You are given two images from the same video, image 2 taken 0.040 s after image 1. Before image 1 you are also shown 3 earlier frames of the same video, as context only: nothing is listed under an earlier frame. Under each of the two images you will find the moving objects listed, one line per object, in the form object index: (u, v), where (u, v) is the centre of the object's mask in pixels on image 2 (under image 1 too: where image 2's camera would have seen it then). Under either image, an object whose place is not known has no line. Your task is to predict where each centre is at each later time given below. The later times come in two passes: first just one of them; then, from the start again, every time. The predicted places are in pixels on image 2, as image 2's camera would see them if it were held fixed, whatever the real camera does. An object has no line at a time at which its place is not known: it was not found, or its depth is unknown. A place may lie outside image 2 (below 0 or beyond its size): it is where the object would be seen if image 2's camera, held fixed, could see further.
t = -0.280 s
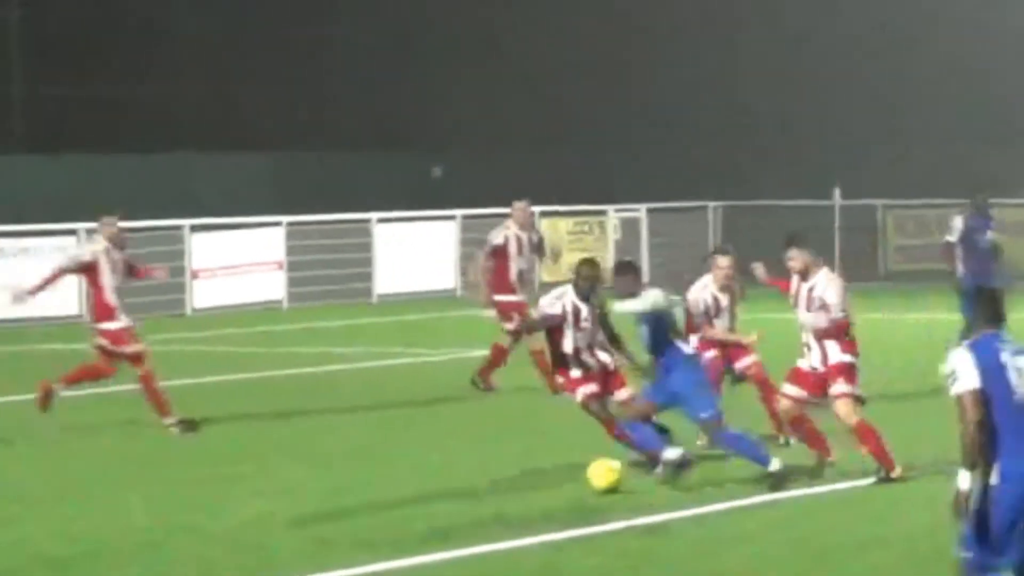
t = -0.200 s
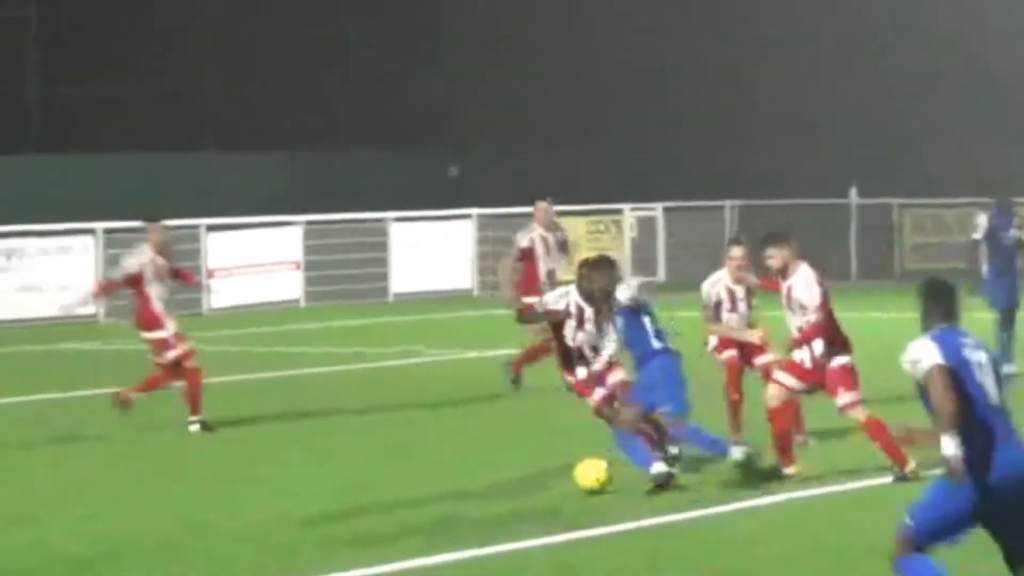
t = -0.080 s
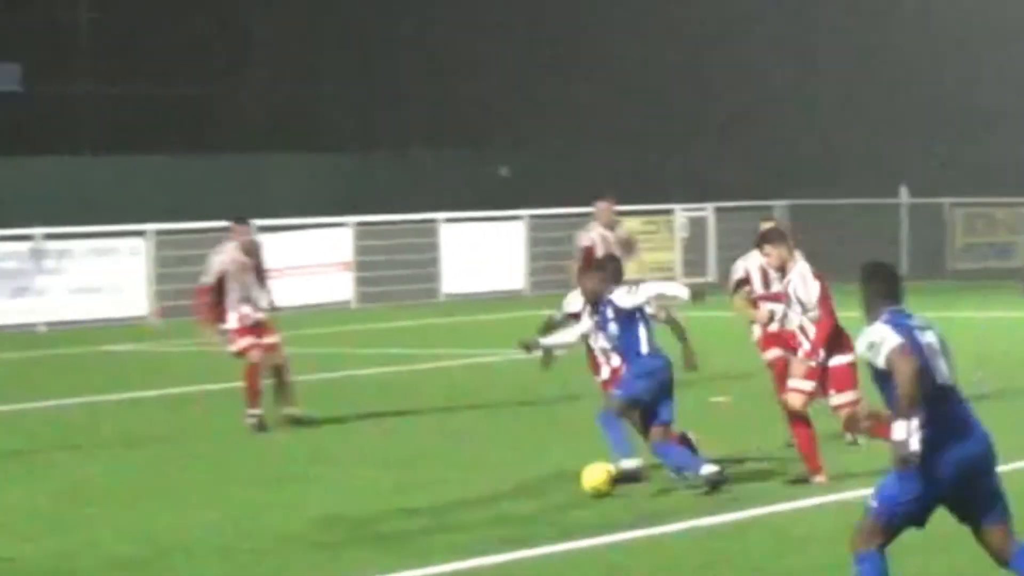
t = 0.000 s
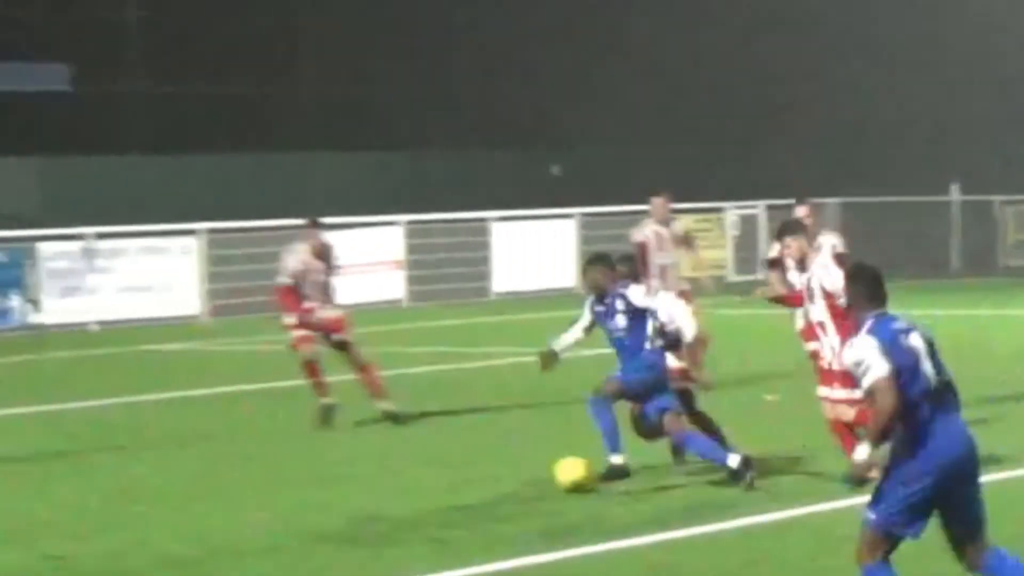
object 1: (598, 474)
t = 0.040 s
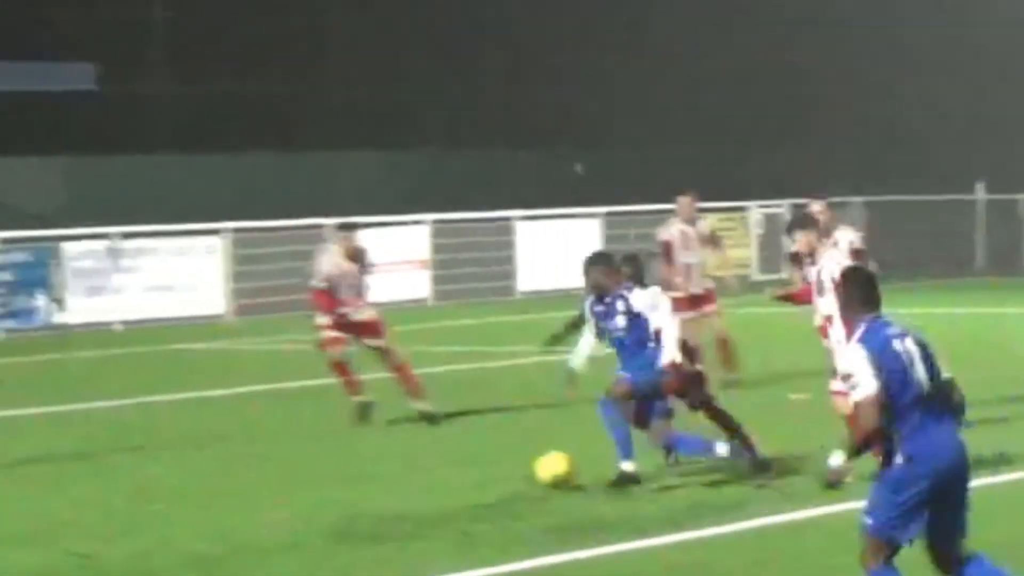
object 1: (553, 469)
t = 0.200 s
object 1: (393, 464)
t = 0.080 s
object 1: (512, 466)
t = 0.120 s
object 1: (470, 468)
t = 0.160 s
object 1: (429, 469)
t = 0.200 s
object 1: (393, 464)
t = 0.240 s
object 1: (357, 460)
